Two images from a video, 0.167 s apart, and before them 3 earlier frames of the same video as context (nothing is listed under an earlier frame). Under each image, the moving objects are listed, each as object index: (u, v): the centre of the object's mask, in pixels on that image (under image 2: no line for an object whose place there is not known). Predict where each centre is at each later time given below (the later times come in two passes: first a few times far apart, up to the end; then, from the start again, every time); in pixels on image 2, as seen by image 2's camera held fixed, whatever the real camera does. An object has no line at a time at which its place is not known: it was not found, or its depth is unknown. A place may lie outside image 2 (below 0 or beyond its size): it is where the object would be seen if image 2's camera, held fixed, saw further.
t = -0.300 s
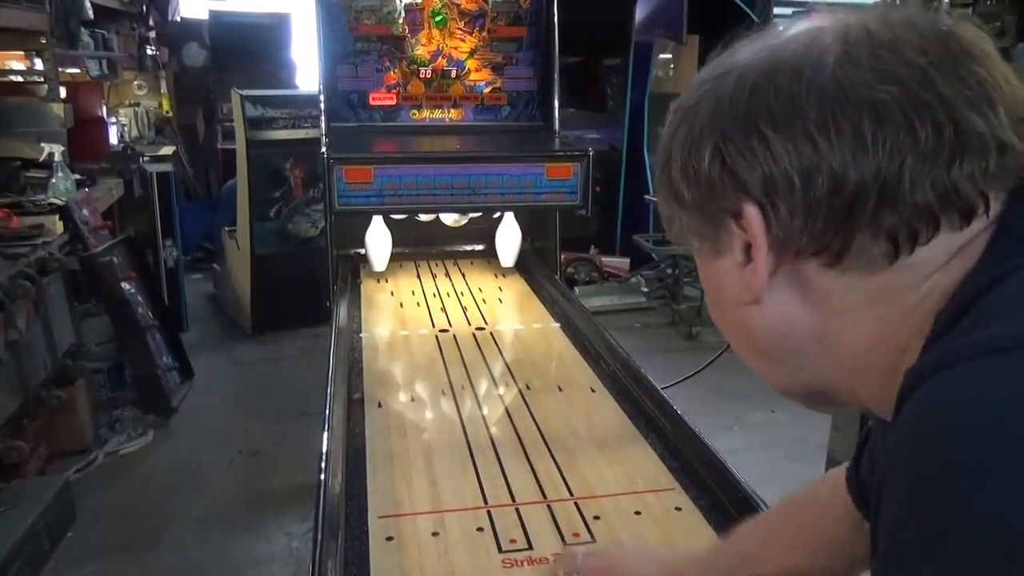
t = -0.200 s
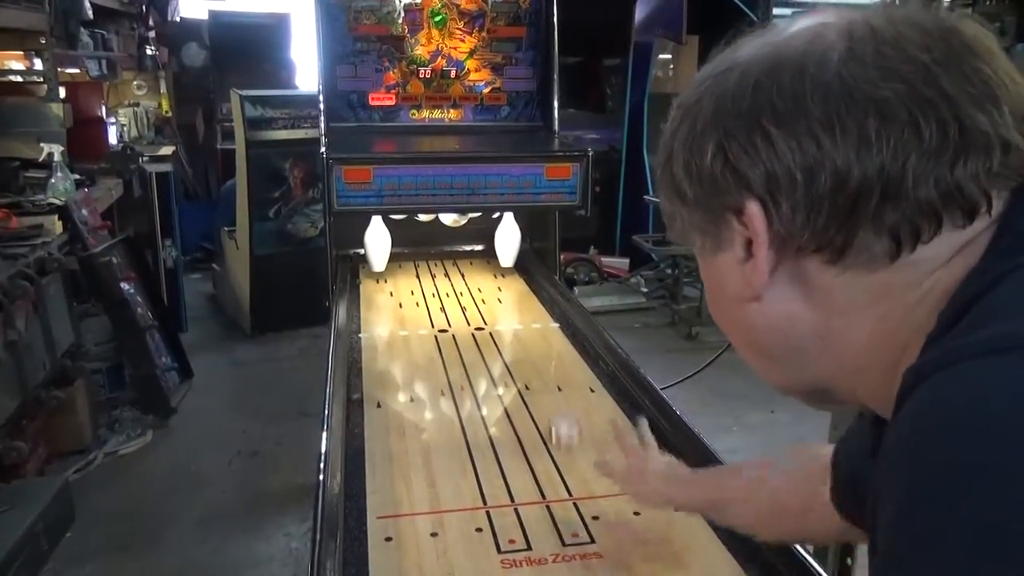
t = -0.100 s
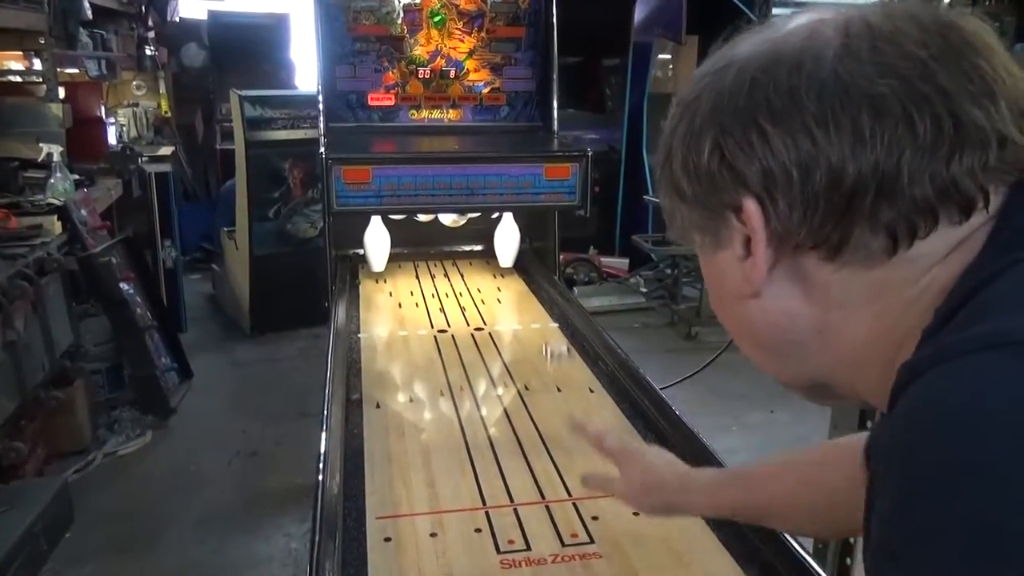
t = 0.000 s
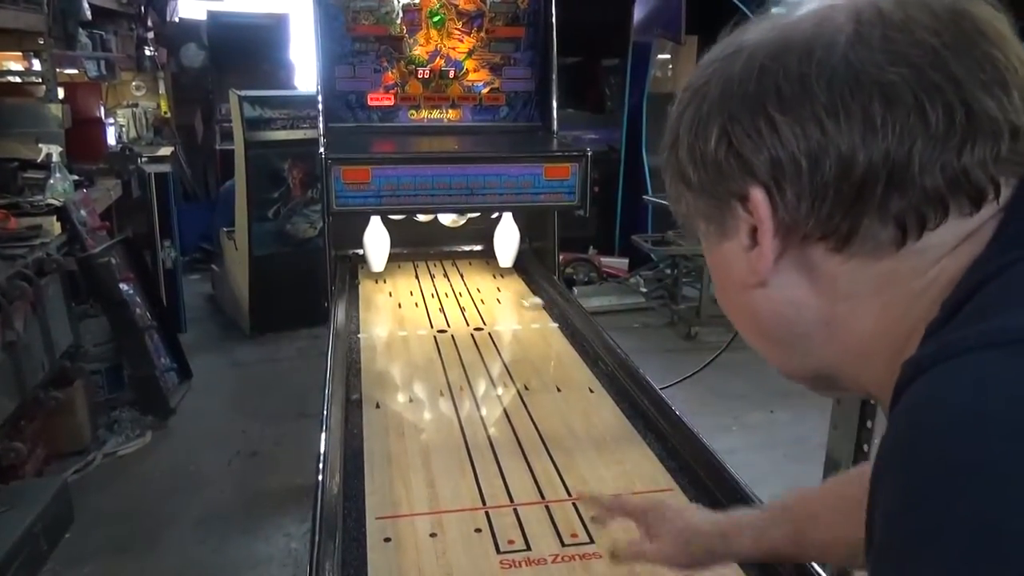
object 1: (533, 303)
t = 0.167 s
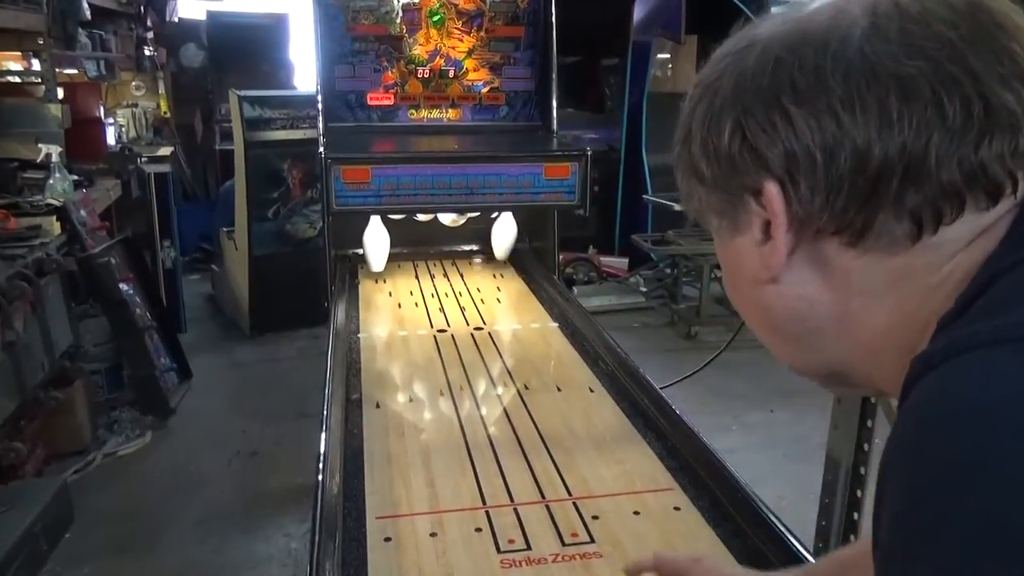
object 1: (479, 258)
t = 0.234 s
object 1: (463, 269)
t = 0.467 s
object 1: (402, 322)
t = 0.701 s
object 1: (377, 388)
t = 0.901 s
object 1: (416, 451)
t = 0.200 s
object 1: (471, 263)
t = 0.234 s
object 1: (463, 269)
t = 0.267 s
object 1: (455, 276)
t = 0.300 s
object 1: (447, 282)
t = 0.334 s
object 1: (440, 289)
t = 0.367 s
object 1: (431, 296)
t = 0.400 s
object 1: (422, 305)
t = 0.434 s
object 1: (410, 314)
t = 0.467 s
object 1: (402, 322)
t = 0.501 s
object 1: (393, 333)
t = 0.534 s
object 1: (382, 342)
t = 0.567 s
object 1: (370, 353)
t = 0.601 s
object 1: (361, 364)
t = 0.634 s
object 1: (367, 372)
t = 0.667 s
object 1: (372, 380)
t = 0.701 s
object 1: (377, 388)
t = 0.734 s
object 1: (383, 397)
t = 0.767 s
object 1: (388, 407)
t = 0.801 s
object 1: (393, 417)
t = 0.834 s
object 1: (401, 427)
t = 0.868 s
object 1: (408, 439)
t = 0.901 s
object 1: (416, 451)
